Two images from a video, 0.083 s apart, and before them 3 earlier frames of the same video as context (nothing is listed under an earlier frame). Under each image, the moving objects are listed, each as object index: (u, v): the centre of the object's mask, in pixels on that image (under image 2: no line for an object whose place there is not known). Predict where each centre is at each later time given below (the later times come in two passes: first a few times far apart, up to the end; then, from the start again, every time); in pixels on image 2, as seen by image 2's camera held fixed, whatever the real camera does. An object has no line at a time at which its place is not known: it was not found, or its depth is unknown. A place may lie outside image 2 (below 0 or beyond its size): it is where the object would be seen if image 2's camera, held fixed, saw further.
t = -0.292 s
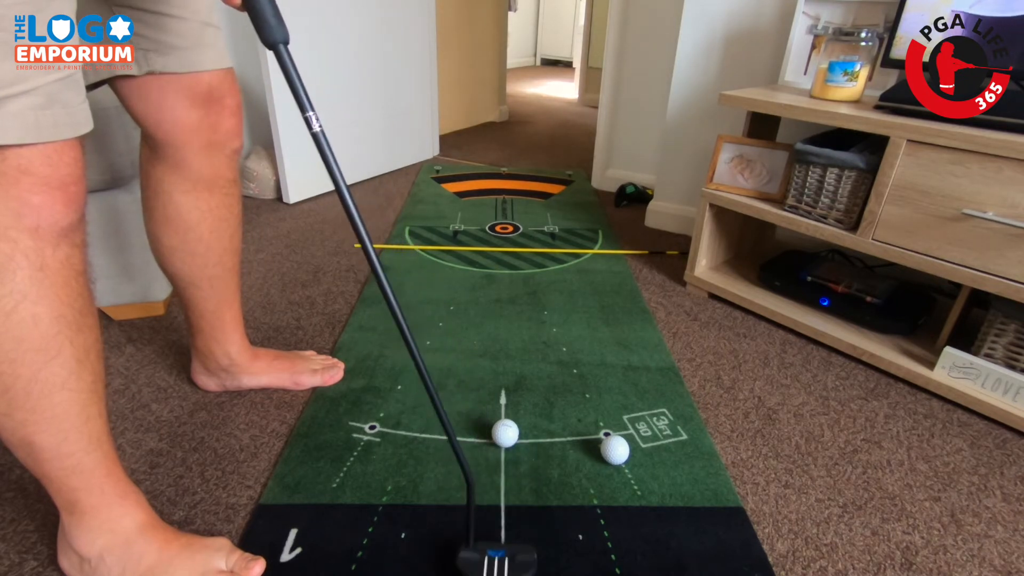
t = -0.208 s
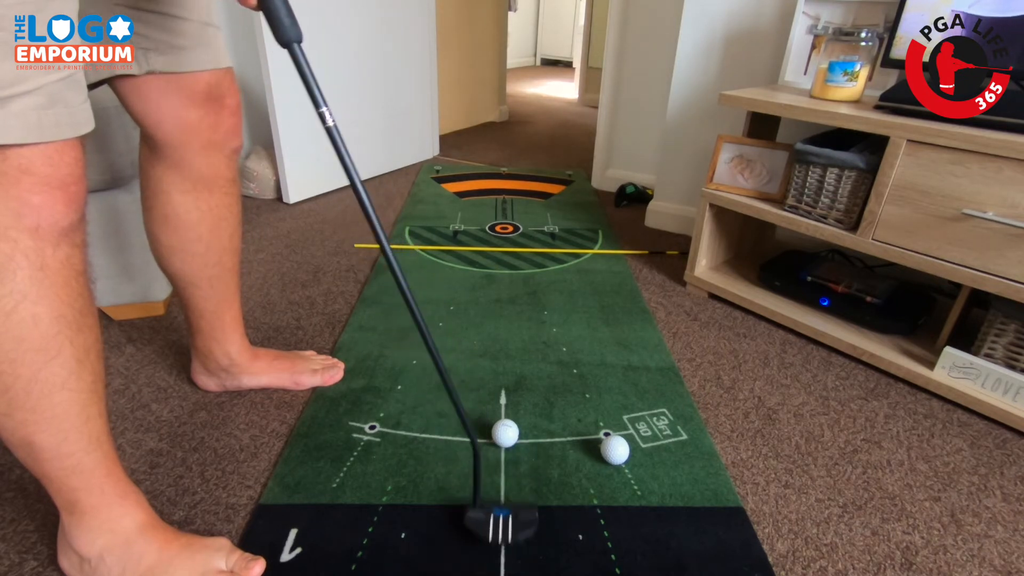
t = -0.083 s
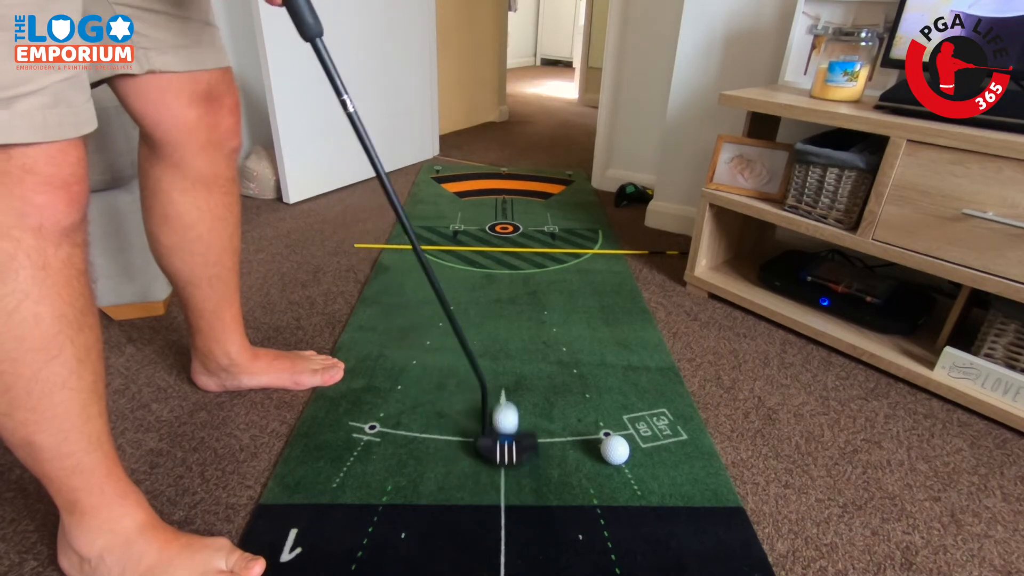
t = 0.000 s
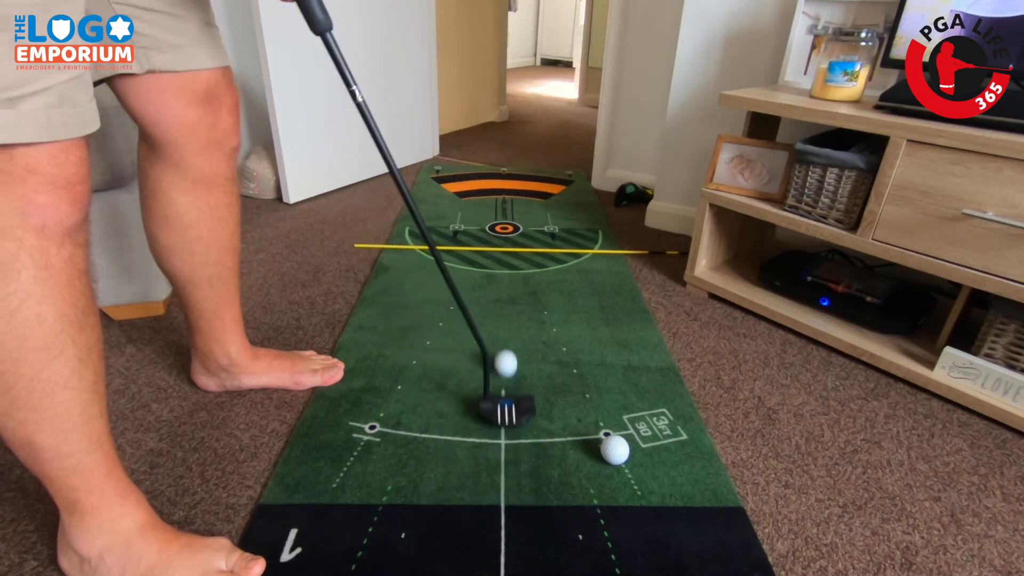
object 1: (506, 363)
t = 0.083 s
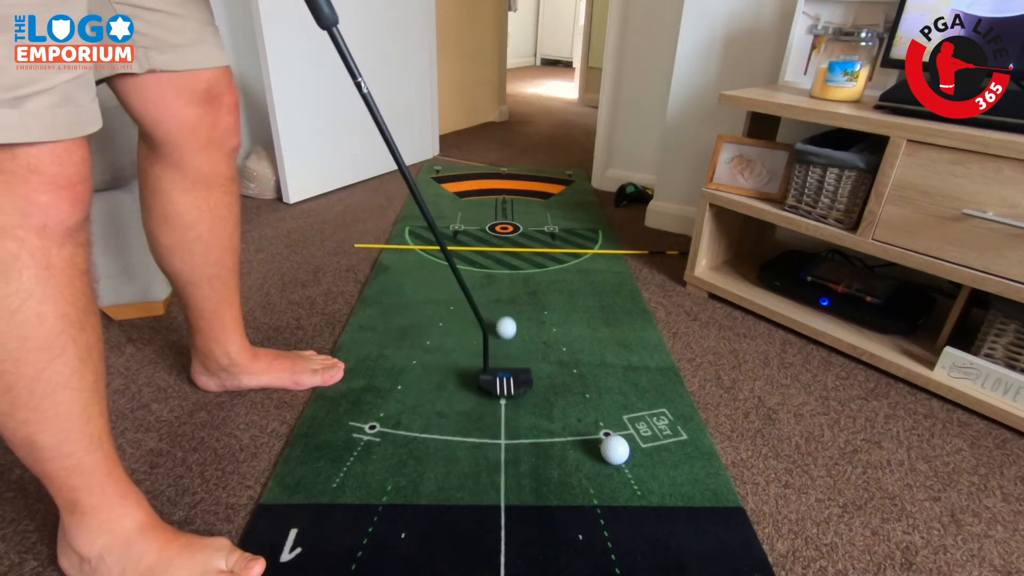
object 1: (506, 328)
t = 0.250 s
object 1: (507, 281)
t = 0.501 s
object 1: (509, 230)
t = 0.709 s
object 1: (510, 220)
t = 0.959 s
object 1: (511, 204)
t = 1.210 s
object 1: (508, 193)
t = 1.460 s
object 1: (503, 186)
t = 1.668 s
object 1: (500, 183)
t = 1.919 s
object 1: (500, 182)
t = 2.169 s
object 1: (500, 182)
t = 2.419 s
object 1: (500, 182)
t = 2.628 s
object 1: (500, 182)
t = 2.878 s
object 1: (500, 182)
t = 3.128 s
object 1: (500, 182)
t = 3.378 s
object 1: (500, 182)
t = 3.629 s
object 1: (500, 182)
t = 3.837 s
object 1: (500, 182)
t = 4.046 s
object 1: (500, 182)
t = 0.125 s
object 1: (506, 314)
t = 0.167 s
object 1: (507, 302)
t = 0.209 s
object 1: (507, 291)
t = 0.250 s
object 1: (507, 281)
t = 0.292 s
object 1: (507, 272)
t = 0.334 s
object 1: (507, 263)
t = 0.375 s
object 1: (508, 255)
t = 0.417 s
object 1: (508, 248)
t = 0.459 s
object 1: (509, 237)
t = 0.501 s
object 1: (509, 230)
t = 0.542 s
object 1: (510, 230)
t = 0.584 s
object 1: (510, 231)
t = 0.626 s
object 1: (510, 224)
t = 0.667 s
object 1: (510, 223)
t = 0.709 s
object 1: (510, 220)
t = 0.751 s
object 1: (510, 218)
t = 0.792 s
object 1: (511, 215)
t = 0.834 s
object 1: (511, 212)
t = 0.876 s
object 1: (511, 209)
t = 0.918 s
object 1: (511, 207)
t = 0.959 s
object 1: (511, 204)
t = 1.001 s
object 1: (510, 202)
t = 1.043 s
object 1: (510, 200)
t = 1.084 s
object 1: (509, 198)
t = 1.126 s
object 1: (509, 196)
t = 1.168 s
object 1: (508, 194)
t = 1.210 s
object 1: (508, 193)
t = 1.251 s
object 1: (507, 192)
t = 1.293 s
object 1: (506, 190)
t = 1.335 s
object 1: (506, 190)
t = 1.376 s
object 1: (505, 188)
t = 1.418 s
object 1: (504, 187)
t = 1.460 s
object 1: (503, 186)
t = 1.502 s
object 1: (503, 185)
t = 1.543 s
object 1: (502, 185)
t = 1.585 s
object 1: (501, 184)
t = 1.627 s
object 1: (501, 183)
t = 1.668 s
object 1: (500, 183)
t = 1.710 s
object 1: (500, 183)
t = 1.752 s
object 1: (500, 182)
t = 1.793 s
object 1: (499, 182)
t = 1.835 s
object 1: (499, 182)
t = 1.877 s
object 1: (500, 182)
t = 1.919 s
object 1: (500, 182)
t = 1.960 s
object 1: (500, 182)
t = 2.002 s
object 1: (500, 182)
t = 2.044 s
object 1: (500, 182)
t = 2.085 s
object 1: (500, 182)
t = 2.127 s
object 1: (500, 182)
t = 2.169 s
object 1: (500, 182)
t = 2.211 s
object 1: (500, 182)
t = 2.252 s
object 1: (500, 182)
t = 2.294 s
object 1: (500, 182)
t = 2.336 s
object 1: (500, 182)
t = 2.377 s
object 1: (500, 182)
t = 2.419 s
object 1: (500, 182)
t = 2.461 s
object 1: (500, 182)
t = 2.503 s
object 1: (500, 182)
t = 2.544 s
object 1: (500, 182)
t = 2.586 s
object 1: (500, 182)
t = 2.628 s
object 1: (500, 182)
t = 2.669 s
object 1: (500, 182)
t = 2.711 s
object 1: (500, 182)
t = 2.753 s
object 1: (500, 182)
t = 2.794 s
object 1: (500, 182)
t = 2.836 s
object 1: (500, 182)
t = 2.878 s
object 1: (500, 182)
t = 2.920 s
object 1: (500, 182)
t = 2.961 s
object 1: (500, 182)
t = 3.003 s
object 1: (500, 182)
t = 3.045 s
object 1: (500, 182)
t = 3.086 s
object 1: (500, 182)
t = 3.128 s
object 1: (500, 182)
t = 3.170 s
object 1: (500, 182)
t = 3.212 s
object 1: (500, 182)
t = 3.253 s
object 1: (500, 182)
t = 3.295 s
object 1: (500, 182)
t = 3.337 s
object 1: (500, 182)
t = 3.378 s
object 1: (500, 182)
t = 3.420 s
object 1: (500, 182)
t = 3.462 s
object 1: (500, 182)
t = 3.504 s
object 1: (500, 182)
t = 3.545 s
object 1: (500, 182)
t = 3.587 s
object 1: (500, 182)
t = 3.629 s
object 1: (500, 182)
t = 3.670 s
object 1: (500, 182)
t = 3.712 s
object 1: (500, 182)
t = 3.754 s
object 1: (500, 182)
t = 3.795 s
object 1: (500, 182)
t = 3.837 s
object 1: (500, 182)
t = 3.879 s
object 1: (500, 182)
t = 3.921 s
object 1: (500, 182)
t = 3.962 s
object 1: (500, 182)
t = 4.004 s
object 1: (500, 182)
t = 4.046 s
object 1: (500, 182)
